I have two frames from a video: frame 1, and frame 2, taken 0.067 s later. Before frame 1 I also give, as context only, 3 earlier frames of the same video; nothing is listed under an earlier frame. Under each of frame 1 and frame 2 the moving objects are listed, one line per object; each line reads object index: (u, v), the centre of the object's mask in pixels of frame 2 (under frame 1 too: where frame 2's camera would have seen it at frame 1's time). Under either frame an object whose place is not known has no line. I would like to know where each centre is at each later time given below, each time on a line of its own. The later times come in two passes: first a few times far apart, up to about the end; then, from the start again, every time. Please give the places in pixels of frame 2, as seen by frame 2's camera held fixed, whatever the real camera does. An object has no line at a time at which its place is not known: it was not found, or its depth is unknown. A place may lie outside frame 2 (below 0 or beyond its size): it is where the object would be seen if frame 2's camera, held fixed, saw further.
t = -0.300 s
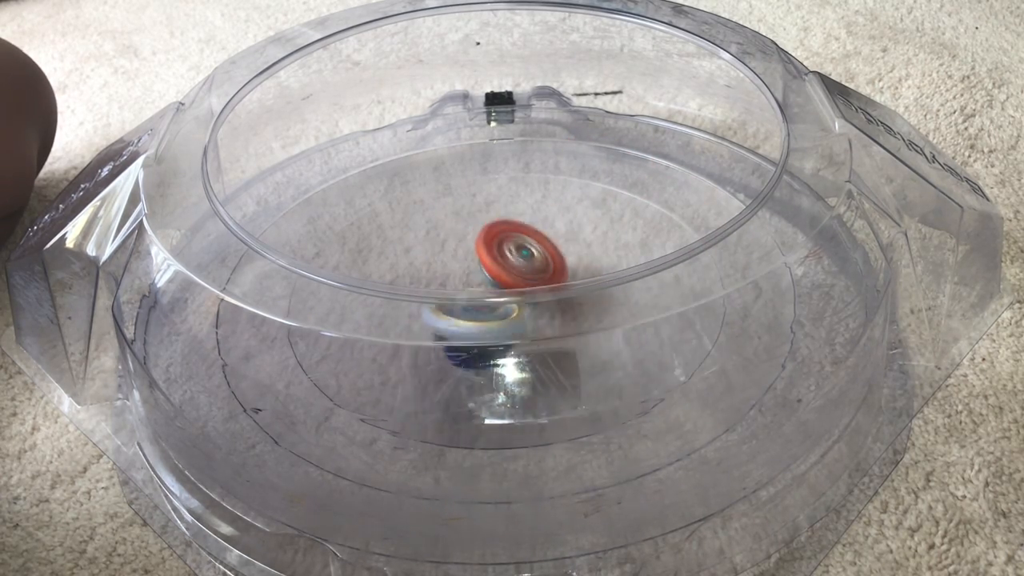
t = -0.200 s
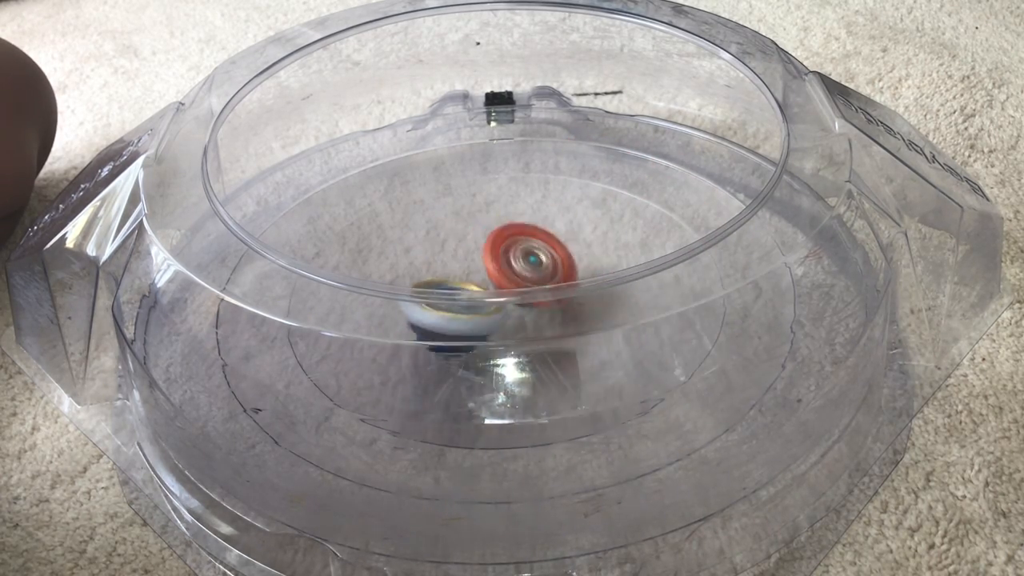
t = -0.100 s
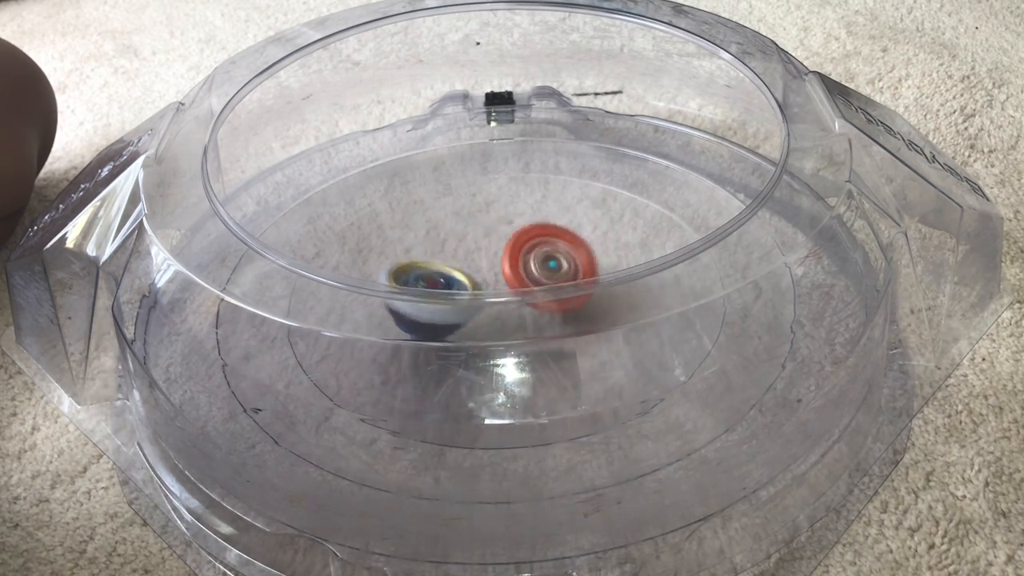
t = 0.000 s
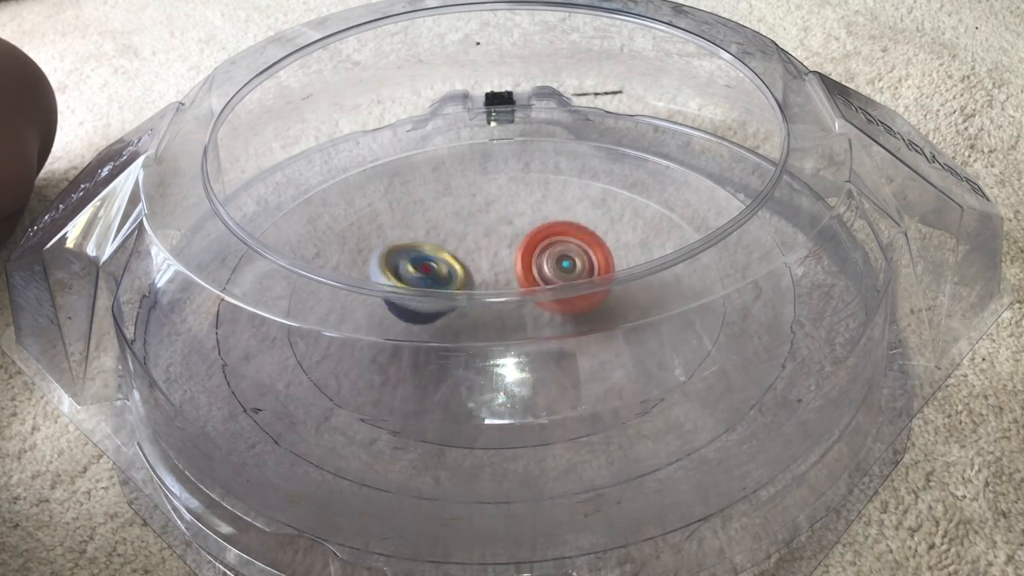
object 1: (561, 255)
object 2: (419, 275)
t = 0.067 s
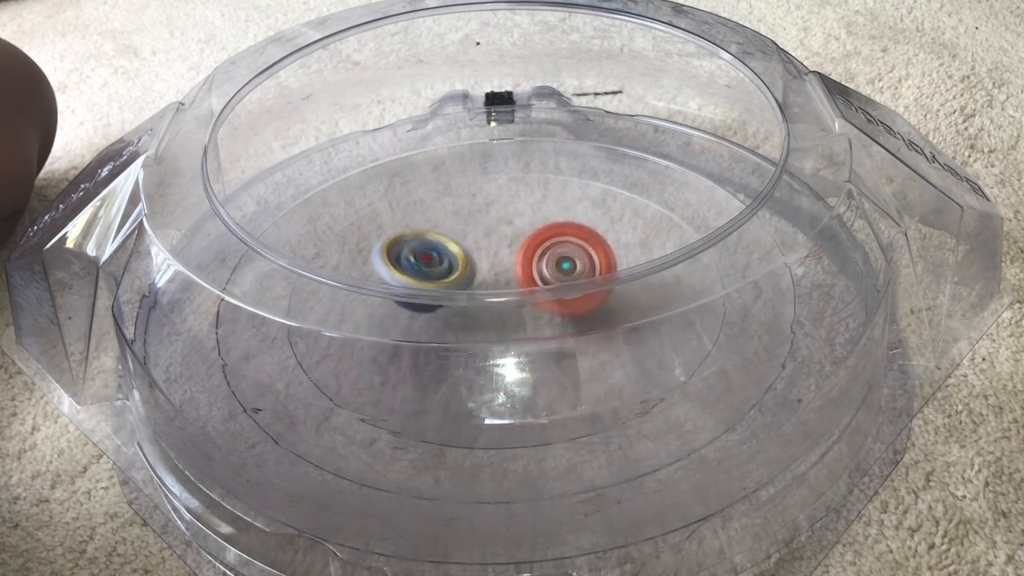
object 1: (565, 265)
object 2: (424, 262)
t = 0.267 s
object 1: (541, 286)
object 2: (463, 242)
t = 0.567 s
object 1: (515, 335)
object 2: (543, 242)
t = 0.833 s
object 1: (463, 329)
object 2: (583, 278)
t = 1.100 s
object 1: (446, 279)
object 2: (557, 322)
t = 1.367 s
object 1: (499, 252)
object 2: (474, 313)
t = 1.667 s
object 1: (531, 255)
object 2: (415, 281)
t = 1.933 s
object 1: (552, 249)
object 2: (425, 267)
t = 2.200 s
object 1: (579, 269)
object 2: (474, 290)
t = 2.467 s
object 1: (706, 335)
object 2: (443, 267)
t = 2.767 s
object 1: (718, 423)
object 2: (497, 290)
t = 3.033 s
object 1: (559, 441)
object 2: (494, 290)
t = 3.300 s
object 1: (499, 356)
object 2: (496, 279)
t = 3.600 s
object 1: (493, 311)
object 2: (525, 257)
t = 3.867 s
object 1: (467, 305)
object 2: (529, 263)
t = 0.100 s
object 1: (565, 268)
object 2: (428, 259)
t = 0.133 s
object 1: (562, 271)
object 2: (432, 255)
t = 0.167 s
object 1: (558, 275)
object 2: (437, 253)
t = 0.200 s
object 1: (553, 280)
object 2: (446, 249)
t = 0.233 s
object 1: (547, 285)
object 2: (453, 246)
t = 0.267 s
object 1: (541, 286)
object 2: (463, 242)
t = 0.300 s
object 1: (534, 301)
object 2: (470, 240)
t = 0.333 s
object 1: (528, 302)
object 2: (480, 236)
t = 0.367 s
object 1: (524, 305)
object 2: (490, 234)
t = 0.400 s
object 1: (521, 318)
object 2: (499, 234)
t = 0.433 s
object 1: (518, 330)
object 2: (509, 233)
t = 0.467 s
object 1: (516, 333)
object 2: (518, 235)
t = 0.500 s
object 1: (515, 334)
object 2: (528, 237)
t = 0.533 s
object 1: (515, 335)
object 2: (535, 239)
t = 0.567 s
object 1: (515, 335)
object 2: (543, 242)
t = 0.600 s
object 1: (514, 336)
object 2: (550, 245)
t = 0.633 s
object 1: (512, 335)
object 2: (556, 248)
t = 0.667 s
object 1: (511, 333)
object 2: (562, 251)
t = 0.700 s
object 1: (506, 332)
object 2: (565, 254)
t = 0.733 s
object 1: (502, 331)
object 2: (568, 257)
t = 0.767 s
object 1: (489, 333)
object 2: (575, 266)
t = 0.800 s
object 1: (479, 331)
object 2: (579, 272)
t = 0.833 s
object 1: (463, 329)
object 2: (583, 278)
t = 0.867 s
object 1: (454, 326)
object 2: (586, 279)
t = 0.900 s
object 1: (443, 323)
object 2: (587, 295)
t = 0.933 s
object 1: (428, 321)
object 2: (586, 295)
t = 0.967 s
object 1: (421, 317)
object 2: (583, 300)
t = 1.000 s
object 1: (425, 306)
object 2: (578, 307)
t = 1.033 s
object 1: (425, 303)
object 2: (573, 318)
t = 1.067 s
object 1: (435, 289)
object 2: (566, 320)
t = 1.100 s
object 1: (446, 279)
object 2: (557, 322)
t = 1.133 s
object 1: (444, 278)
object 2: (547, 323)
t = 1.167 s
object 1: (446, 274)
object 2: (535, 324)
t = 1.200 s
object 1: (453, 270)
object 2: (522, 319)
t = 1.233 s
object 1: (462, 266)
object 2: (511, 320)
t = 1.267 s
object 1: (472, 262)
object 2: (501, 321)
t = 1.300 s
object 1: (481, 260)
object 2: (493, 324)
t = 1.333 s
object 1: (490, 255)
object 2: (484, 309)
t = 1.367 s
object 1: (499, 252)
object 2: (474, 313)
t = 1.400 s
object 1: (505, 250)
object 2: (465, 309)
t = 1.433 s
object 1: (508, 251)
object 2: (459, 307)
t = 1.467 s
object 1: (510, 253)
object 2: (452, 306)
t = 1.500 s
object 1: (510, 255)
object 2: (446, 290)
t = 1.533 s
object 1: (512, 256)
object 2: (438, 290)
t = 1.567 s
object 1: (512, 257)
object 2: (434, 290)
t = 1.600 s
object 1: (518, 258)
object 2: (427, 288)
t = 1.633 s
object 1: (526, 256)
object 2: (419, 285)
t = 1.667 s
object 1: (531, 255)
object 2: (415, 281)
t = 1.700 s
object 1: (534, 253)
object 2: (414, 280)
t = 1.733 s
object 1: (535, 254)
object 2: (414, 276)
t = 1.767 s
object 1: (533, 253)
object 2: (417, 266)
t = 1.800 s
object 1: (532, 253)
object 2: (420, 265)
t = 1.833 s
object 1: (528, 254)
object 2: (426, 264)
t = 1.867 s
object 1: (526, 253)
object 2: (433, 263)
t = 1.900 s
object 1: (537, 251)
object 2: (426, 263)
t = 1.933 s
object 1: (552, 249)
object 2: (425, 267)
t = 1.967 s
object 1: (563, 247)
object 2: (428, 263)
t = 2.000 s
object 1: (573, 247)
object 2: (430, 263)
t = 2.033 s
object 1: (579, 248)
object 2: (438, 263)
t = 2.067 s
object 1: (583, 247)
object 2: (446, 264)
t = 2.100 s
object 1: (584, 248)
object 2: (454, 266)
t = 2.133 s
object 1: (583, 249)
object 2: (463, 279)
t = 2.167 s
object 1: (583, 263)
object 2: (468, 287)
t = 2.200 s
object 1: (579, 269)
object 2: (474, 290)
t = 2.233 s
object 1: (577, 273)
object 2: (480, 291)
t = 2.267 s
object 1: (599, 290)
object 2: (462, 289)
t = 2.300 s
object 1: (619, 303)
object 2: (455, 267)
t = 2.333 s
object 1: (642, 317)
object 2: (443, 265)
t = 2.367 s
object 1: (663, 323)
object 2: (438, 265)
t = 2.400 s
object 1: (679, 324)
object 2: (437, 265)
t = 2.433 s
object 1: (691, 327)
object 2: (439, 266)
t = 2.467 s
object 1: (706, 335)
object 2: (443, 267)
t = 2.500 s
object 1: (721, 345)
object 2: (451, 265)
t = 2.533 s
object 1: (734, 352)
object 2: (462, 265)
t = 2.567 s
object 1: (737, 361)
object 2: (467, 280)
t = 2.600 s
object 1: (741, 367)
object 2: (467, 282)
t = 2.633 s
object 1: (740, 376)
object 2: (472, 280)
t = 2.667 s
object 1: (741, 388)
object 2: (481, 280)
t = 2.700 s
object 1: (736, 398)
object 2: (488, 282)
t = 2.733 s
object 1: (730, 412)
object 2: (495, 285)
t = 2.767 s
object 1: (718, 423)
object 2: (497, 290)
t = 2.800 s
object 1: (705, 431)
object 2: (497, 287)
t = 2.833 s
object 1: (684, 440)
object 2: (498, 290)
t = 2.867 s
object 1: (671, 443)
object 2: (496, 287)
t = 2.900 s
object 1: (645, 447)
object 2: (506, 290)
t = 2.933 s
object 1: (624, 448)
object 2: (507, 290)
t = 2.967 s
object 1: (601, 446)
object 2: (506, 290)
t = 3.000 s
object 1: (583, 445)
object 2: (500, 290)
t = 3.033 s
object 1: (559, 441)
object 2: (494, 290)
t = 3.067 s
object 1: (541, 441)
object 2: (492, 291)
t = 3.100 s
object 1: (525, 425)
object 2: (492, 291)
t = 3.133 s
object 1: (512, 414)
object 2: (494, 290)
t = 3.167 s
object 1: (502, 402)
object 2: (499, 290)
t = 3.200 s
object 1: (495, 394)
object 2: (502, 291)
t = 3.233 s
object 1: (493, 379)
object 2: (500, 291)
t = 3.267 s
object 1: (494, 368)
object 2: (498, 287)
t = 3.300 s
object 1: (499, 356)
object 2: (496, 279)
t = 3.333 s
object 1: (505, 346)
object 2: (489, 278)
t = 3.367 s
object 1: (506, 344)
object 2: (500, 272)
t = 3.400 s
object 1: (506, 333)
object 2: (511, 265)
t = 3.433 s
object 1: (502, 331)
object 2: (519, 264)
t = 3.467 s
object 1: (503, 319)
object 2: (521, 260)
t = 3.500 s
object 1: (501, 315)
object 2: (522, 257)
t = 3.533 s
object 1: (501, 310)
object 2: (522, 255)
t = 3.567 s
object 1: (499, 310)
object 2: (522, 256)
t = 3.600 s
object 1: (493, 311)
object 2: (525, 257)
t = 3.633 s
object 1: (479, 323)
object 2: (527, 259)
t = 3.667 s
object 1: (471, 318)
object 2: (531, 260)
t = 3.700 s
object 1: (467, 316)
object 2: (533, 260)
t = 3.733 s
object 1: (473, 313)
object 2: (534, 261)
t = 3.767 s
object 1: (477, 313)
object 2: (534, 261)
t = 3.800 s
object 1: (484, 317)
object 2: (531, 262)
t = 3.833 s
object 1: (472, 308)
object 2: (527, 263)
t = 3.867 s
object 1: (467, 305)
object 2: (529, 263)
